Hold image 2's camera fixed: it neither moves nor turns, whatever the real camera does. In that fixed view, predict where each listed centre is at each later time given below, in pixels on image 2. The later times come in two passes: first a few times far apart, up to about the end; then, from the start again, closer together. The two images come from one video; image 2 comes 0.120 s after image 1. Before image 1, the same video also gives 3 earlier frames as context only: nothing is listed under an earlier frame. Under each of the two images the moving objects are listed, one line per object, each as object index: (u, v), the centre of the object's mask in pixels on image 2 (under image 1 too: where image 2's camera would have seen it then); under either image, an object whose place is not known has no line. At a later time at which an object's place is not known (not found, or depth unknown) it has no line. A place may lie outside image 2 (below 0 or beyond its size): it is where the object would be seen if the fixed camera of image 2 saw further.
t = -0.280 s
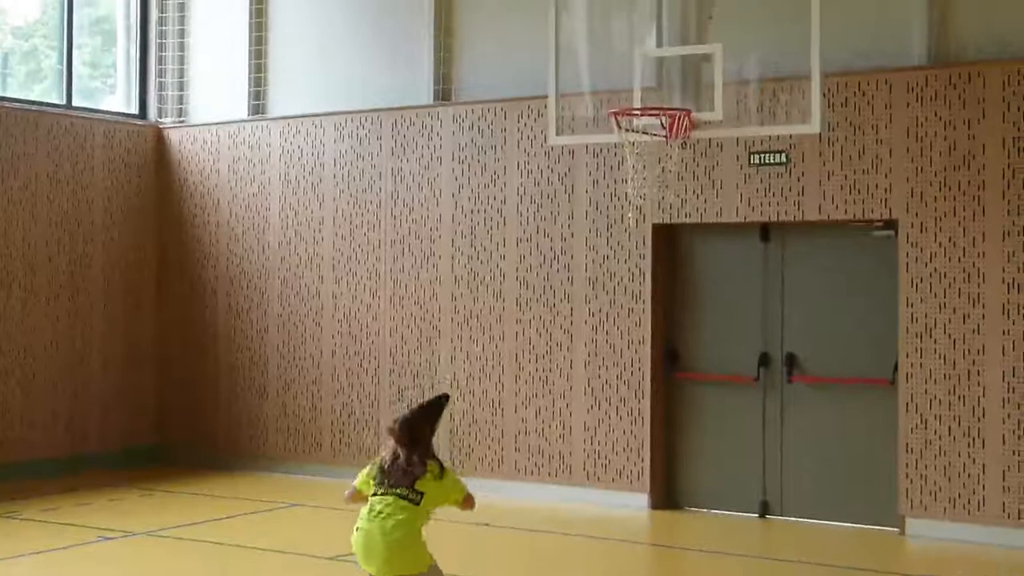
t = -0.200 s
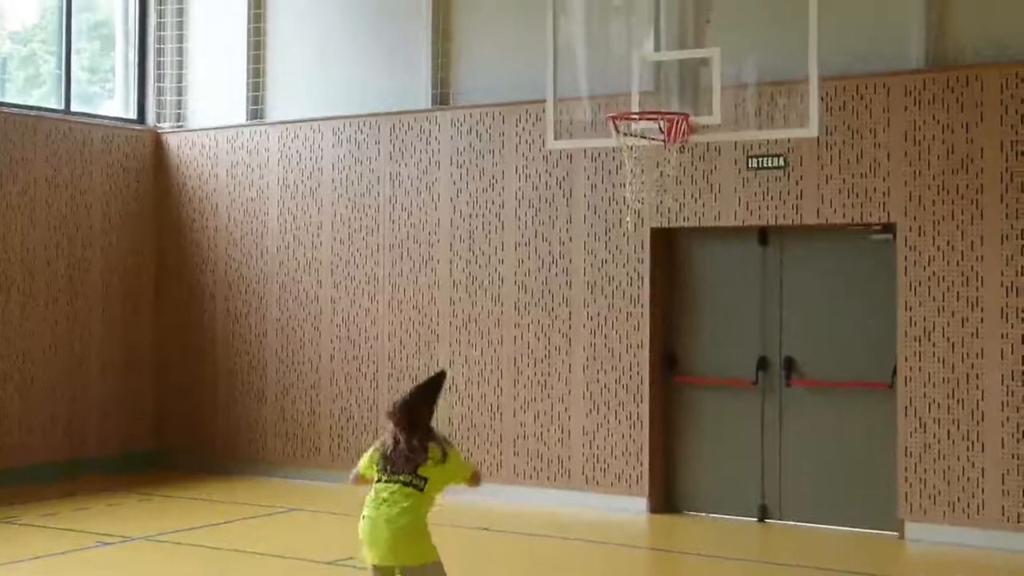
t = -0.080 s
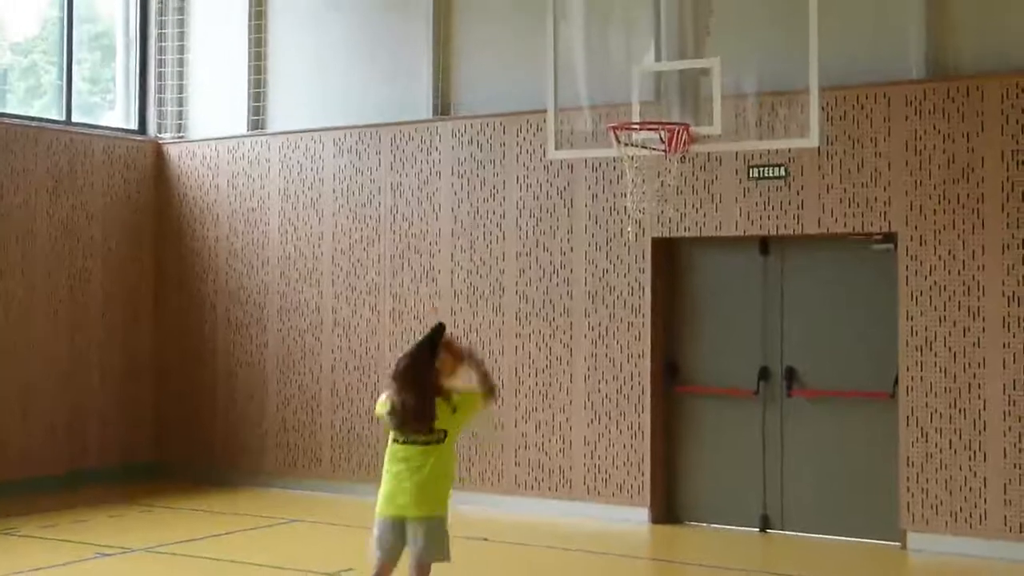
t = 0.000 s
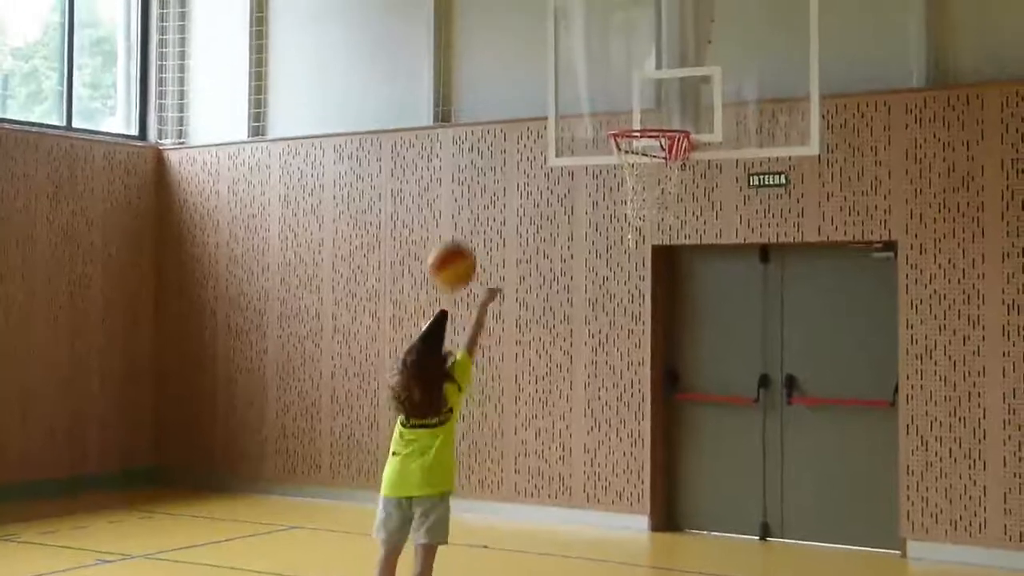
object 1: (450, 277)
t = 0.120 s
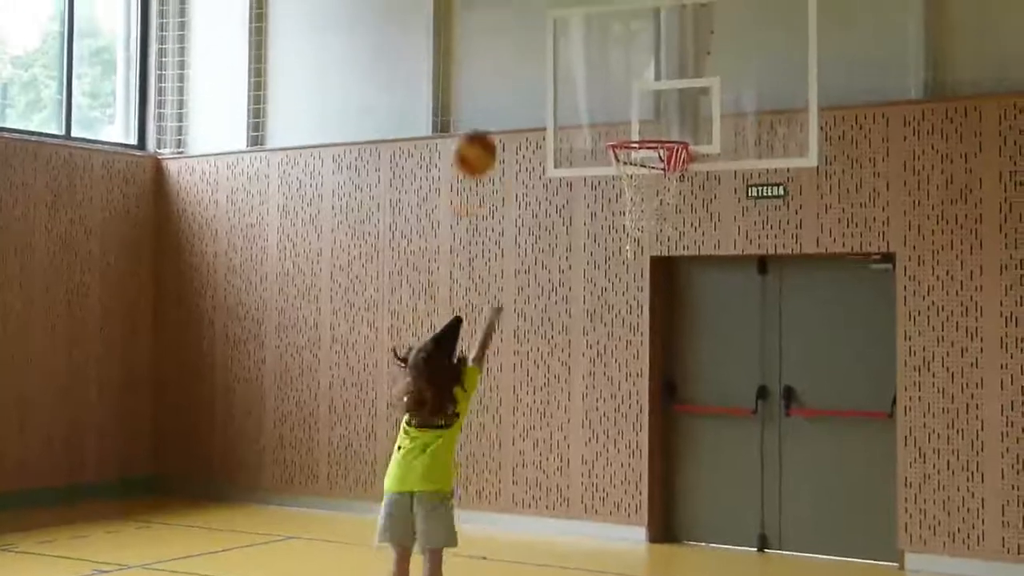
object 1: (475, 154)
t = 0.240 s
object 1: (497, 70)
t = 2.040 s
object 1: (619, 213)
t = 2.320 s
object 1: (620, 271)
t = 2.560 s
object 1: (615, 407)
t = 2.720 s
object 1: (612, 533)
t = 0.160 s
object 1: (482, 122)
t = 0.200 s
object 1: (489, 94)
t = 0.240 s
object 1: (497, 70)
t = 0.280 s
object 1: (503, 50)
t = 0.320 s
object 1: (509, 33)
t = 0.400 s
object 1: (521, 11)
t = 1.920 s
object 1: (620, 220)
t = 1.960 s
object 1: (620, 214)
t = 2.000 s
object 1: (619, 213)
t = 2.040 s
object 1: (619, 213)
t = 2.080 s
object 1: (620, 213)
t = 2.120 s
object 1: (620, 217)
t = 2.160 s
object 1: (619, 224)
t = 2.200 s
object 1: (621, 233)
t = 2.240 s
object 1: (622, 243)
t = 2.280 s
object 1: (621, 256)
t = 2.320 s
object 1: (620, 271)
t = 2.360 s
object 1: (620, 289)
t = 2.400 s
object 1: (618, 308)
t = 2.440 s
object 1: (619, 330)
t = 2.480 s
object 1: (617, 353)
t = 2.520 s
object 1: (616, 380)
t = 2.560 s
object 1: (615, 407)
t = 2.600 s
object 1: (614, 436)
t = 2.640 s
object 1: (613, 470)
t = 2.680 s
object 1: (613, 503)
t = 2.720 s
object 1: (612, 533)
